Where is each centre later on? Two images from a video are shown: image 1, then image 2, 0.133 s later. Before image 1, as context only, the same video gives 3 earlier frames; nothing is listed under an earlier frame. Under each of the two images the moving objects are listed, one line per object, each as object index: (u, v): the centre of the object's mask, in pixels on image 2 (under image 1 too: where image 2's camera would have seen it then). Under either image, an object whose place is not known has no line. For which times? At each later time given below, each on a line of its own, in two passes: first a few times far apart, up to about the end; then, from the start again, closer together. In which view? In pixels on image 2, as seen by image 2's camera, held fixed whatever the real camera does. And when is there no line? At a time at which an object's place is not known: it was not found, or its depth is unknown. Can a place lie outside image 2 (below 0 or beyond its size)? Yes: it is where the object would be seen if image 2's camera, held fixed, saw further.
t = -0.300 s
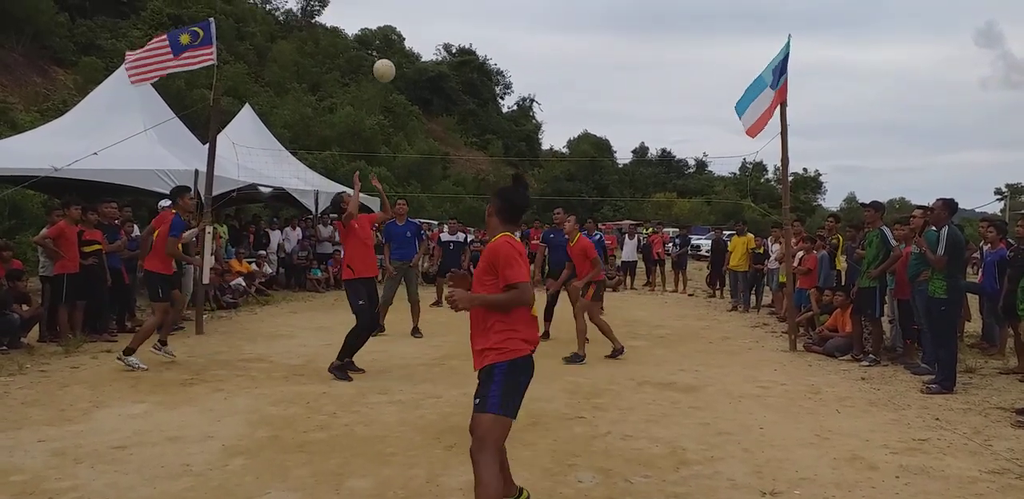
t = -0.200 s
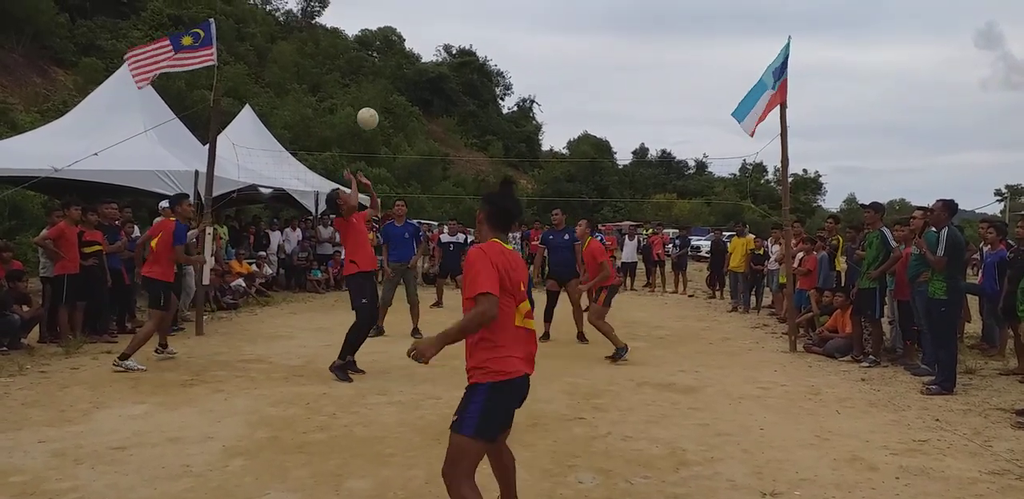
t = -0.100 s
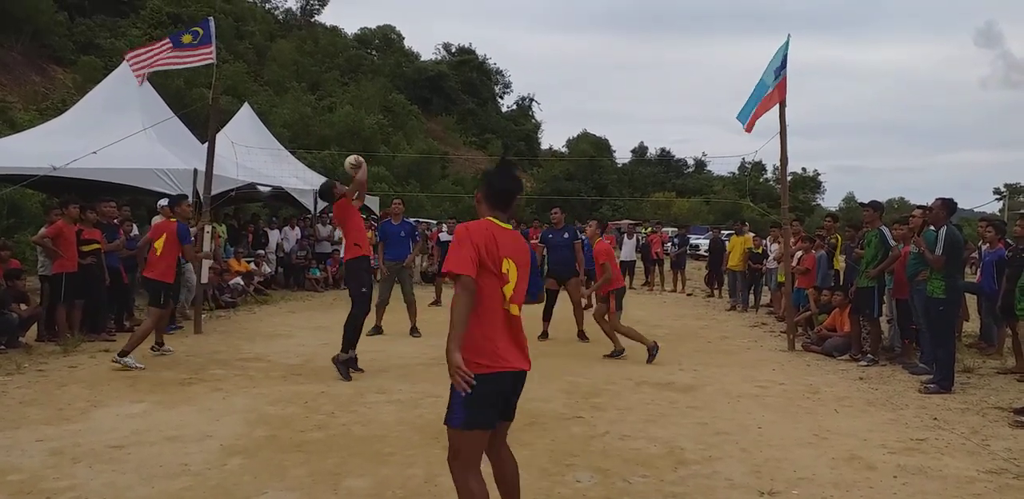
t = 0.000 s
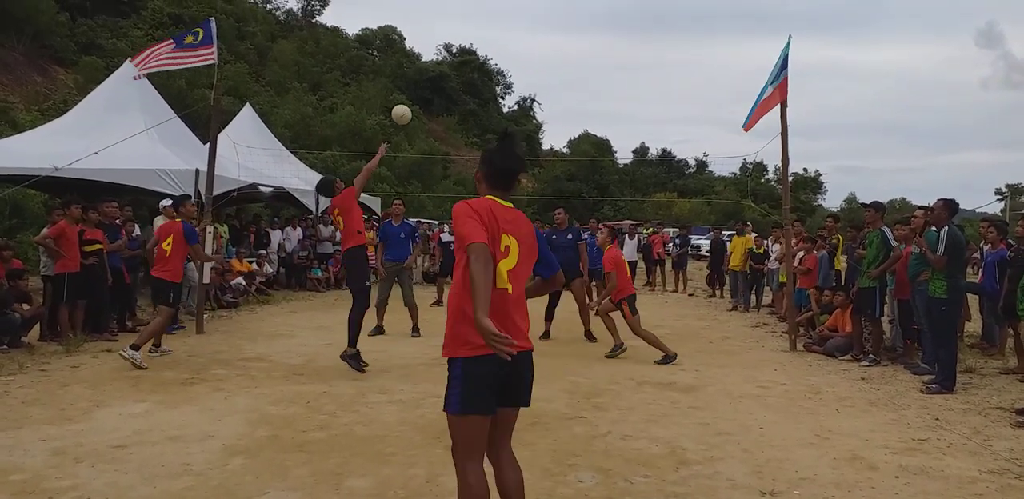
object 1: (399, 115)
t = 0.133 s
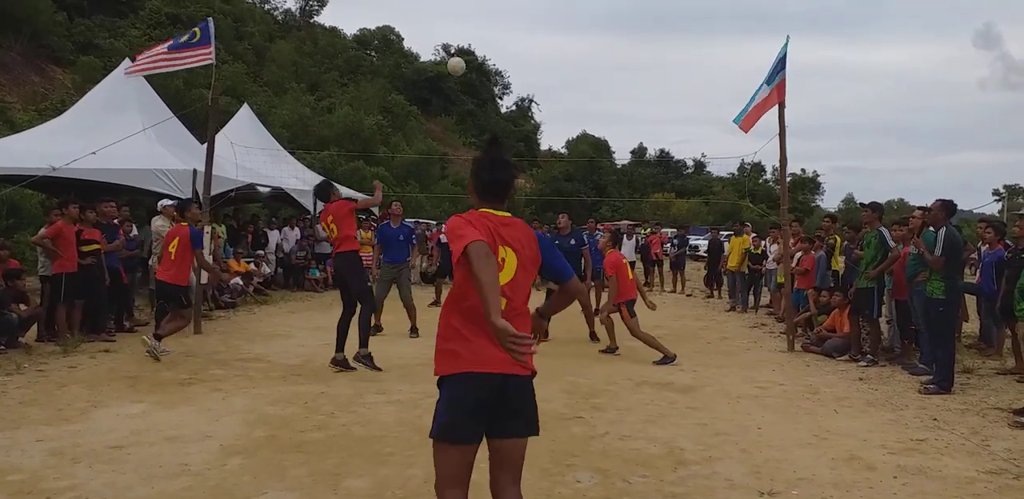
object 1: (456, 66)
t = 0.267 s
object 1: (502, 37)
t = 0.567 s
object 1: (582, 31)
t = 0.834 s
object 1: (633, 78)
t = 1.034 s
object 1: (664, 135)
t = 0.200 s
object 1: (480, 50)
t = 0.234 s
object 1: (491, 43)
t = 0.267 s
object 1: (502, 37)
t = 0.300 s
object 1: (512, 33)
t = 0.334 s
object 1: (522, 30)
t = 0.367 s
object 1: (531, 27)
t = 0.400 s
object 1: (540, 26)
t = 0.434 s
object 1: (549, 25)
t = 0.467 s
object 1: (558, 26)
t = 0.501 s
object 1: (566, 26)
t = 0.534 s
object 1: (574, 28)
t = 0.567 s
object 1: (582, 31)
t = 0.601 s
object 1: (590, 34)
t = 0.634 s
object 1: (598, 38)
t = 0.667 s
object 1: (604, 43)
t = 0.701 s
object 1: (610, 49)
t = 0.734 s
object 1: (616, 55)
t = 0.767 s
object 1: (622, 63)
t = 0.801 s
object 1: (627, 70)
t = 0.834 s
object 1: (633, 78)
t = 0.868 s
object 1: (639, 86)
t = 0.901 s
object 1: (645, 95)
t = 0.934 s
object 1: (649, 104)
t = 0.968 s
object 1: (655, 114)
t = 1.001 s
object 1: (659, 124)
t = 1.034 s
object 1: (664, 135)
